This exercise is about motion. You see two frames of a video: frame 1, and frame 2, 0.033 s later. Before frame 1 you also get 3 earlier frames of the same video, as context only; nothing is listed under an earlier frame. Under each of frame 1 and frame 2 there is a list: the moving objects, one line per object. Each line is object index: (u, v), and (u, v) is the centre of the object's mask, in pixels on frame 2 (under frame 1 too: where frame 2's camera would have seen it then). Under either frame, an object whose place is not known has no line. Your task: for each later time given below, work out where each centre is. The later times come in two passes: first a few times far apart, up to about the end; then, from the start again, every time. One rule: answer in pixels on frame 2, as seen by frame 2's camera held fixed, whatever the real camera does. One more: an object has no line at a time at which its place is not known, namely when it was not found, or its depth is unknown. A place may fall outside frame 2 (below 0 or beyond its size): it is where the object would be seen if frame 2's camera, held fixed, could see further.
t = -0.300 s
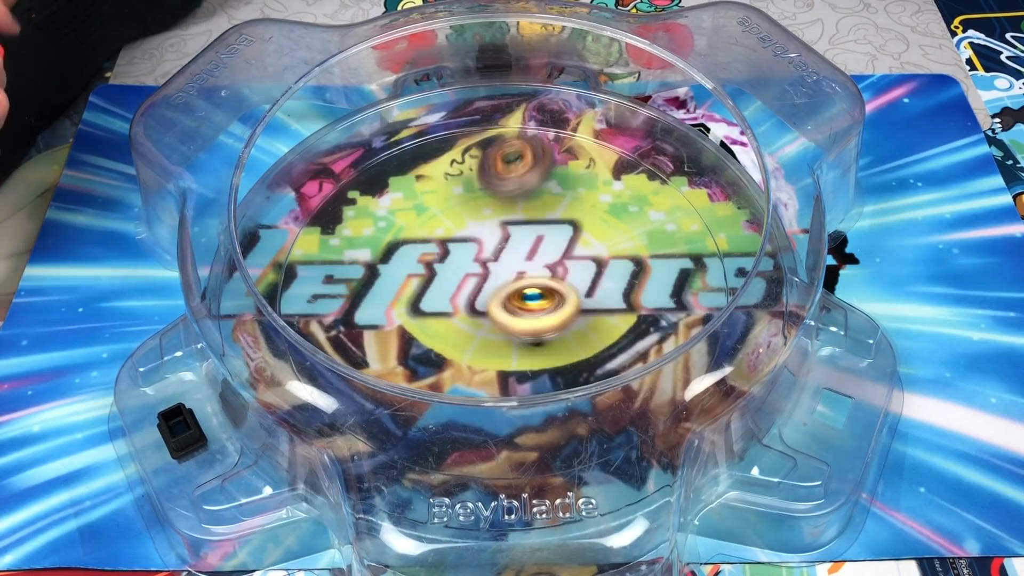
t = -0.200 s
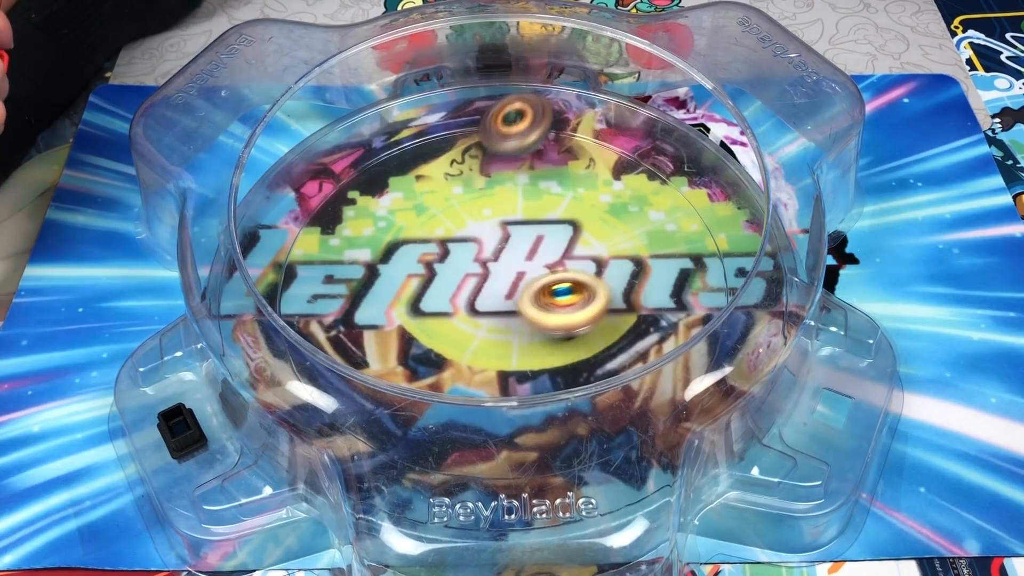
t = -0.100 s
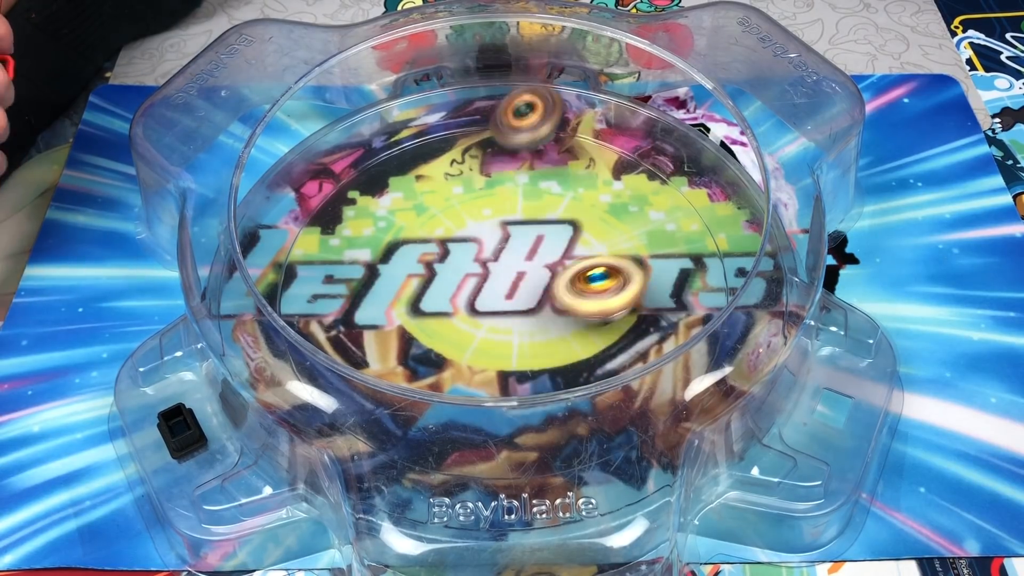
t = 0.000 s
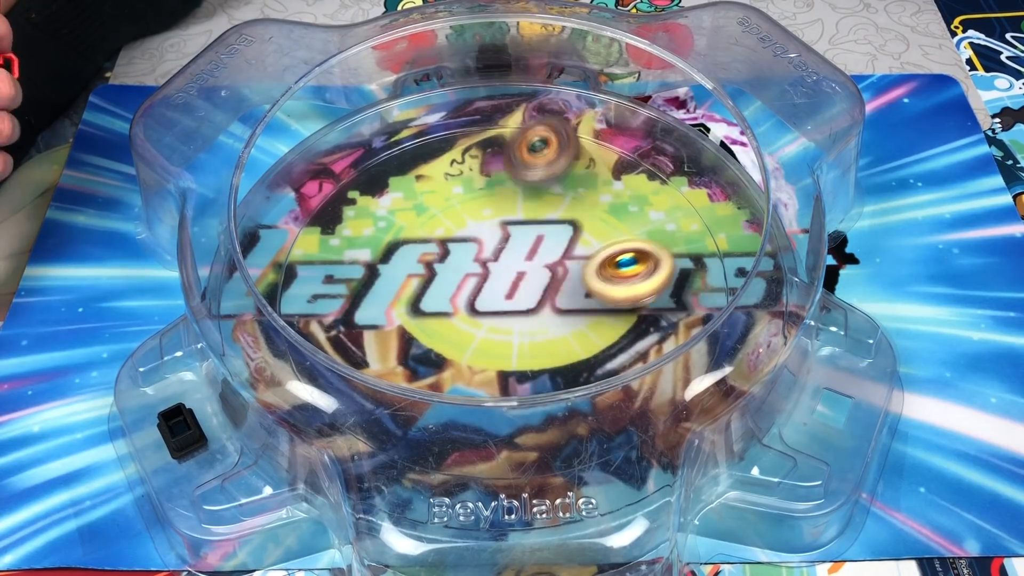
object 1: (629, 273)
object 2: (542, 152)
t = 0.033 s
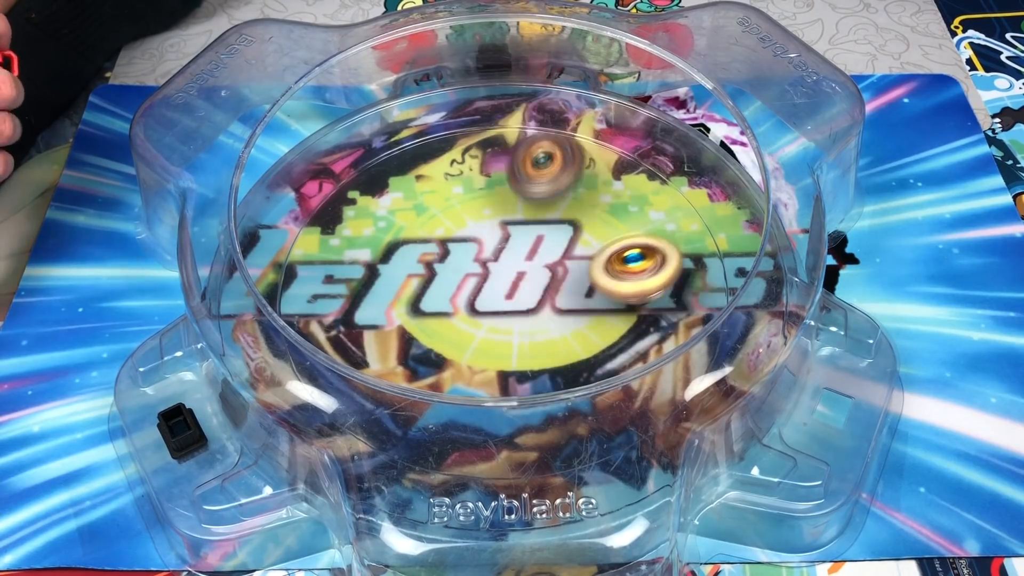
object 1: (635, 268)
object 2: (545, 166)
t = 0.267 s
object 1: (633, 254)
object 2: (532, 271)
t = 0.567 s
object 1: (535, 241)
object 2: (382, 258)
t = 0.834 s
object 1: (479, 202)
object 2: (388, 151)
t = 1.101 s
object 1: (577, 215)
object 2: (426, 187)
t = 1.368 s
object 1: (584, 255)
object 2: (355, 292)
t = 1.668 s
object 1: (505, 283)
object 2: (384, 305)
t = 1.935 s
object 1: (547, 226)
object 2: (363, 331)
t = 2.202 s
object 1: (561, 265)
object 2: (404, 340)
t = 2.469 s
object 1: (503, 256)
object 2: (481, 368)
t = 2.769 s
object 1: (514, 203)
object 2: (537, 372)
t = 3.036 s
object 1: (544, 247)
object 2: (576, 331)
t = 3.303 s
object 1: (431, 202)
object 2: (648, 335)
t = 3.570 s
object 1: (446, 175)
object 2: (604, 304)
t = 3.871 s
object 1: (464, 270)
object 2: (571, 245)
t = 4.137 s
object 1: (399, 320)
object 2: (515, 207)
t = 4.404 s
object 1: (403, 316)
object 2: (443, 196)
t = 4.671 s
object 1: (508, 314)
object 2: (414, 226)
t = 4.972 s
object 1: (584, 340)
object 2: (421, 290)
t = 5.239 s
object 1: (559, 326)
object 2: (444, 343)
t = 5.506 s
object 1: (542, 246)
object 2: (495, 358)
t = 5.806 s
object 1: (568, 199)
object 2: (556, 330)
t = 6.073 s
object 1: (534, 233)
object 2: (590, 296)
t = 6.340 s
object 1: (443, 230)
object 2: (578, 261)
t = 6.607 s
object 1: (415, 228)
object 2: (535, 231)
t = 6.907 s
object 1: (433, 286)
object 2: (485, 216)
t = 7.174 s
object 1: (457, 338)
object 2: (456, 249)
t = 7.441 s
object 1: (493, 351)
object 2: (439, 292)
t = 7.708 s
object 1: (564, 351)
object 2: (447, 309)
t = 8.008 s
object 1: (599, 303)
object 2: (494, 310)
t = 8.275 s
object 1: (627, 252)
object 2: (516, 290)
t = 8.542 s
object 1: (603, 205)
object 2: (507, 279)
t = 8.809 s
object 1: (548, 192)
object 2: (489, 268)
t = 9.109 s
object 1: (469, 179)
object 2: (445, 326)
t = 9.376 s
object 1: (424, 218)
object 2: (446, 333)
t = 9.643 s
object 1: (402, 271)
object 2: (481, 325)
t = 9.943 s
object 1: (430, 320)
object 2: (538, 275)
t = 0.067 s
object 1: (641, 265)
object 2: (549, 183)
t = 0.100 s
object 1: (644, 261)
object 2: (551, 197)
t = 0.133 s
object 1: (646, 259)
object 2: (552, 214)
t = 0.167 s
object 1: (645, 257)
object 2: (551, 229)
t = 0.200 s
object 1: (643, 256)
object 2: (547, 244)
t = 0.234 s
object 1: (639, 255)
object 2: (542, 257)
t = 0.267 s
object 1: (633, 254)
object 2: (532, 271)
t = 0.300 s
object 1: (625, 254)
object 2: (522, 280)
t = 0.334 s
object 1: (616, 254)
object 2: (507, 289)
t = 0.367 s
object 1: (607, 253)
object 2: (490, 294)
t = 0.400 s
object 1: (594, 252)
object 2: (473, 295)
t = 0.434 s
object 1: (582, 251)
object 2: (452, 294)
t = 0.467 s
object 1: (570, 249)
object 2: (435, 290)
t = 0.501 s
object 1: (557, 246)
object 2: (415, 280)
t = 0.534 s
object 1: (545, 244)
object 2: (397, 271)
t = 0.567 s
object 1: (535, 241)
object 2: (382, 258)
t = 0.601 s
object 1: (523, 237)
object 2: (369, 243)
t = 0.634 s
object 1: (512, 233)
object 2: (359, 226)
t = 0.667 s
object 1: (504, 229)
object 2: (352, 210)
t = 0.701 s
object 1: (496, 223)
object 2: (349, 194)
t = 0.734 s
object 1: (489, 218)
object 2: (349, 175)
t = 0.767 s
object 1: (485, 213)
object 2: (354, 161)
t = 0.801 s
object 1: (481, 207)
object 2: (367, 152)
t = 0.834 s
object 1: (479, 202)
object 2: (388, 151)
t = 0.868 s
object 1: (479, 198)
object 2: (407, 151)
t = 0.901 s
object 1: (494, 195)
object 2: (412, 148)
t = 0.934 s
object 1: (514, 196)
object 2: (410, 152)
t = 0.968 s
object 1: (533, 197)
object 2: (410, 154)
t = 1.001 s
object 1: (551, 201)
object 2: (412, 156)
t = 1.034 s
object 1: (563, 205)
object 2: (416, 168)
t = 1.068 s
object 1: (572, 209)
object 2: (420, 174)
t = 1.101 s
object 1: (577, 215)
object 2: (426, 187)
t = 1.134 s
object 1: (579, 221)
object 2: (433, 199)
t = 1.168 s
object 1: (576, 228)
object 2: (439, 211)
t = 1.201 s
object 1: (570, 236)
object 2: (445, 225)
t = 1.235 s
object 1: (559, 243)
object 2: (451, 238)
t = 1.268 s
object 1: (545, 251)
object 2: (453, 251)
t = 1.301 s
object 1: (552, 250)
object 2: (424, 266)
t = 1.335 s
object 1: (571, 254)
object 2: (391, 275)
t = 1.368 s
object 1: (584, 255)
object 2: (355, 292)
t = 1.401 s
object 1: (592, 258)
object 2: (318, 293)
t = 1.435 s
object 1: (595, 261)
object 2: (287, 297)
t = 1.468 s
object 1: (593, 265)
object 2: (294, 290)
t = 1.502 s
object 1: (586, 270)
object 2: (300, 296)
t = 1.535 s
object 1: (574, 276)
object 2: (306, 305)
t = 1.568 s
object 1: (558, 280)
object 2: (320, 302)
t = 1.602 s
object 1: (541, 283)
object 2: (339, 308)
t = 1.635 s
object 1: (523, 283)
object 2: (361, 305)
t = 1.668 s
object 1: (505, 283)
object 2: (384, 305)
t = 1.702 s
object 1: (493, 277)
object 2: (402, 304)
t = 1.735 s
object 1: (503, 265)
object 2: (394, 307)
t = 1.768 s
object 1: (510, 255)
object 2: (386, 312)
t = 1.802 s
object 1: (518, 245)
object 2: (380, 317)
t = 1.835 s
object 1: (526, 237)
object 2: (374, 321)
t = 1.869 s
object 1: (533, 231)
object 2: (368, 326)
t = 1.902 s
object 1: (540, 228)
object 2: (364, 329)
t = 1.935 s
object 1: (547, 226)
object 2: (363, 331)
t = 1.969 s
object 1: (554, 226)
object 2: (362, 333)
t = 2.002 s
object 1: (560, 228)
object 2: (363, 334)
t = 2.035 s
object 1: (565, 232)
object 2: (366, 336)
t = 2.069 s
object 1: (568, 238)
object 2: (370, 337)
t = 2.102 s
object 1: (570, 245)
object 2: (375, 339)
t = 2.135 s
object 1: (568, 252)
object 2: (383, 340)
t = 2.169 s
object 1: (566, 258)
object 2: (392, 341)
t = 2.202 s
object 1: (561, 265)
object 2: (404, 340)
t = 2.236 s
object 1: (555, 271)
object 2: (416, 340)
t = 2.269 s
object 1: (546, 276)
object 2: (428, 339)
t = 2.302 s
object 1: (537, 281)
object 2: (440, 339)
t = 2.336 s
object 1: (526, 284)
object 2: (455, 338)
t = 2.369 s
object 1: (519, 279)
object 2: (462, 349)
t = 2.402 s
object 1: (513, 271)
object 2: (468, 355)
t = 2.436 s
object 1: (508, 264)
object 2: (475, 364)
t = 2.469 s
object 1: (503, 256)
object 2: (481, 368)
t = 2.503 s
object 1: (499, 249)
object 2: (487, 372)
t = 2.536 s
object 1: (496, 240)
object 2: (494, 374)
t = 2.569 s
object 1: (495, 232)
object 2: (501, 376)
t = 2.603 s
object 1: (495, 224)
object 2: (508, 377)
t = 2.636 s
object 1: (496, 219)
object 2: (517, 386)
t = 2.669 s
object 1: (499, 213)
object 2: (523, 386)
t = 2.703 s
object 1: (503, 208)
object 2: (529, 384)
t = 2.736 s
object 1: (509, 205)
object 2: (533, 381)
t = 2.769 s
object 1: (514, 203)
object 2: (537, 372)
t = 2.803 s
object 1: (521, 203)
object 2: (541, 370)
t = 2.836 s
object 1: (527, 204)
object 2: (546, 367)
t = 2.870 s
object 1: (533, 207)
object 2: (553, 362)
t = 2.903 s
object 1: (538, 212)
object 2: (557, 357)
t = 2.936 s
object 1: (543, 218)
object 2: (561, 352)
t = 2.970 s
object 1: (545, 227)
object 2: (566, 345)
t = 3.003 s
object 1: (546, 235)
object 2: (571, 338)
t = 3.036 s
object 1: (544, 247)
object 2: (576, 331)
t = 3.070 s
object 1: (540, 256)
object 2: (581, 324)
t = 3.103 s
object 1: (518, 251)
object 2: (606, 332)
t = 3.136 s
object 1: (496, 243)
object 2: (628, 336)
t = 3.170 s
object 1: (475, 235)
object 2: (641, 341)
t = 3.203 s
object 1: (460, 227)
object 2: (646, 338)
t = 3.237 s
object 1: (446, 218)
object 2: (648, 338)
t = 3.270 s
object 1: (437, 209)
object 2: (648, 338)
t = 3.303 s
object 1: (431, 202)
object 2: (648, 335)
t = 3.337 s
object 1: (428, 195)
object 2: (647, 334)
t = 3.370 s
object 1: (427, 188)
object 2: (644, 333)
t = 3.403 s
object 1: (427, 182)
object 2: (640, 330)
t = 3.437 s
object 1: (430, 178)
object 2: (633, 326)
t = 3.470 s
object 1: (432, 175)
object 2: (626, 322)
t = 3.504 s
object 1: (436, 174)
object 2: (619, 316)
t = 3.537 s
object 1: (440, 174)
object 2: (611, 311)
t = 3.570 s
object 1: (446, 175)
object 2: (604, 304)
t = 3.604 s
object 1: (452, 179)
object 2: (597, 297)
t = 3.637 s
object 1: (459, 186)
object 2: (590, 291)
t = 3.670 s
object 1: (465, 195)
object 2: (585, 285)
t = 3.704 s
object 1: (471, 206)
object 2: (580, 279)
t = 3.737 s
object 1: (475, 218)
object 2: (575, 272)
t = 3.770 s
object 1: (479, 231)
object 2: (571, 266)
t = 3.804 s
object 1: (480, 245)
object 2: (567, 259)
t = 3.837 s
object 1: (473, 258)
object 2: (571, 252)
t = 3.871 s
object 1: (464, 270)
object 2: (571, 245)
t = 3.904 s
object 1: (455, 281)
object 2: (569, 238)
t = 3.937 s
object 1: (445, 291)
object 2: (565, 232)
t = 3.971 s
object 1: (436, 299)
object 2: (560, 227)
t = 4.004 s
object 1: (427, 306)
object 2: (552, 223)
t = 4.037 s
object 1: (419, 311)
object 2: (545, 219)
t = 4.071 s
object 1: (412, 315)
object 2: (535, 214)
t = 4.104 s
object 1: (405, 317)
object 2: (525, 210)
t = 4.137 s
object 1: (399, 320)
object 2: (515, 207)
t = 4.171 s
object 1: (394, 321)
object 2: (505, 204)
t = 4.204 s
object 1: (390, 322)
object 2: (495, 202)
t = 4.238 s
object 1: (388, 323)
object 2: (485, 199)
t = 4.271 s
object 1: (387, 323)
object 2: (476, 197)
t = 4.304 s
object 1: (388, 322)
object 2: (467, 196)
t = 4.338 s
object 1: (392, 320)
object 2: (459, 196)
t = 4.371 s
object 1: (396, 319)
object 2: (451, 195)
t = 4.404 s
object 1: (403, 316)
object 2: (443, 196)
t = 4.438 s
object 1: (412, 314)
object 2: (436, 197)
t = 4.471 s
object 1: (423, 313)
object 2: (430, 199)
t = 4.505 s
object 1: (435, 312)
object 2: (426, 203)
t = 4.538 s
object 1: (448, 312)
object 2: (422, 206)
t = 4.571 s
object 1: (465, 312)
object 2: (419, 210)
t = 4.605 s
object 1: (480, 312)
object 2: (416, 214)
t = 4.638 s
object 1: (495, 313)
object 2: (414, 220)
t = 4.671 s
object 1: (508, 314)
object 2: (414, 226)
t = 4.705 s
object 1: (522, 316)
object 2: (413, 232)
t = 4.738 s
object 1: (534, 318)
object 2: (412, 239)
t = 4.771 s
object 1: (544, 321)
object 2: (413, 245)
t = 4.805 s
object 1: (554, 324)
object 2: (413, 253)
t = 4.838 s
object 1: (562, 327)
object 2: (415, 260)
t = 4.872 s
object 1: (569, 330)
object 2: (416, 267)
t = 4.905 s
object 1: (575, 334)
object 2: (418, 274)
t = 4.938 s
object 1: (581, 337)
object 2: (419, 281)
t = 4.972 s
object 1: (584, 340)
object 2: (421, 290)
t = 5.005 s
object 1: (586, 342)
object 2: (423, 296)
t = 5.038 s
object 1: (586, 343)
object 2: (425, 304)
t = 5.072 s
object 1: (584, 343)
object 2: (427, 311)
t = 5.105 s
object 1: (581, 343)
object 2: (429, 319)
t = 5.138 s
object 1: (577, 340)
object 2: (432, 326)
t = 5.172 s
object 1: (571, 337)
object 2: (436, 331)
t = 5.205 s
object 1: (565, 332)
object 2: (440, 337)
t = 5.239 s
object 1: (559, 326)
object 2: (444, 343)
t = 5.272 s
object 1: (554, 317)
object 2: (449, 347)
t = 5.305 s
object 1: (549, 307)
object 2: (454, 351)
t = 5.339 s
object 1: (546, 297)
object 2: (460, 353)
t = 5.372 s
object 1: (543, 287)
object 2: (467, 356)
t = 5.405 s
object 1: (541, 277)
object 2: (474, 357)
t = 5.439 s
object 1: (540, 266)
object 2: (481, 358)
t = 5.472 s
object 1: (541, 255)
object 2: (488, 358)
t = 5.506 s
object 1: (542, 246)
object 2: (495, 358)
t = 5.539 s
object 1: (545, 236)
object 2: (501, 357)
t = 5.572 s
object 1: (547, 228)
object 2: (509, 356)
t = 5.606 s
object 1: (550, 221)
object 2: (516, 353)
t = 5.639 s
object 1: (553, 214)
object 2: (523, 350)
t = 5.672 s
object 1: (557, 209)
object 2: (530, 347)
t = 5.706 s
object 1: (560, 204)
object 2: (537, 343)
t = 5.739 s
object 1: (563, 201)
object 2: (543, 339)
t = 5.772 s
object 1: (566, 199)
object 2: (550, 335)
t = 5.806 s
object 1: (568, 199)
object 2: (556, 330)
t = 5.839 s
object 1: (569, 200)
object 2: (561, 326)
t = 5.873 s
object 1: (569, 203)
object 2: (566, 320)
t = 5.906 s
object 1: (568, 207)
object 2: (571, 316)
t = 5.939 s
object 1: (565, 213)
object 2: (575, 311)
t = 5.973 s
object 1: (561, 220)
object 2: (579, 306)
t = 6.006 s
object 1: (556, 227)
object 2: (582, 301)
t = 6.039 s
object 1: (546, 231)
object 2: (586, 298)
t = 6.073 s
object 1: (534, 233)
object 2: (590, 296)
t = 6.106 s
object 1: (519, 234)
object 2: (592, 294)
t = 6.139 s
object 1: (506, 235)
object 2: (591, 289)
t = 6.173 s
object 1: (494, 235)
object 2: (591, 285)
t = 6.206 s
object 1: (482, 234)
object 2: (589, 281)
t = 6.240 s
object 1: (471, 234)
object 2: (587, 276)
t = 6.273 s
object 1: (461, 233)
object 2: (584, 271)
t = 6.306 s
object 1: (451, 231)
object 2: (581, 266)
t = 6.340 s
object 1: (443, 230)
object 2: (578, 261)
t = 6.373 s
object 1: (436, 228)
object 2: (574, 257)
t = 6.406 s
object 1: (430, 227)
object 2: (569, 252)
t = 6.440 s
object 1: (425, 226)
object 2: (564, 248)
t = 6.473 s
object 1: (421, 225)
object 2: (558, 244)
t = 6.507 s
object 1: (418, 225)
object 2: (553, 240)
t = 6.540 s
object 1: (416, 226)
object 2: (546, 236)
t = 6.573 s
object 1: (415, 227)
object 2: (540, 233)
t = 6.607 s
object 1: (415, 228)
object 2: (535, 231)
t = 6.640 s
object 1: (416, 230)
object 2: (526, 227)
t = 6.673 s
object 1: (418, 234)
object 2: (519, 224)
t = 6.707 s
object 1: (420, 239)
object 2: (512, 223)
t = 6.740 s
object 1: (424, 243)
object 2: (506, 221)
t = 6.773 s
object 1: (427, 251)
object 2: (501, 218)
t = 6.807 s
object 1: (428, 260)
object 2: (497, 215)
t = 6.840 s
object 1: (429, 268)
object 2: (493, 215)
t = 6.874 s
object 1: (431, 277)
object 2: (489, 215)
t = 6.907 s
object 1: (433, 286)
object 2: (485, 216)
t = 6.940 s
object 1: (435, 294)
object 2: (481, 219)
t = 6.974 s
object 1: (438, 302)
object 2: (477, 222)
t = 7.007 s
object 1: (440, 309)
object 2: (473, 225)
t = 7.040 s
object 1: (443, 316)
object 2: (470, 229)
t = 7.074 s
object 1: (447, 323)
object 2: (467, 234)
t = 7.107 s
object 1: (450, 328)
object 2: (463, 239)
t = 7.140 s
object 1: (453, 333)
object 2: (460, 244)
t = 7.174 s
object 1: (457, 338)
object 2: (456, 249)
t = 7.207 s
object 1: (460, 342)
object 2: (453, 255)
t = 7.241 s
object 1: (464, 345)
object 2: (450, 261)
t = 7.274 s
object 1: (468, 348)
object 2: (448, 267)
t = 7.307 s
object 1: (472, 349)
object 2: (445, 272)
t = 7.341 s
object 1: (476, 351)
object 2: (443, 277)
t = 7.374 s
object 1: (481, 351)
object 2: (441, 282)
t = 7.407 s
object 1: (487, 351)
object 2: (439, 287)
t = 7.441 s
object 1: (493, 351)
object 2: (439, 292)
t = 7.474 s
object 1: (498, 350)
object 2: (438, 297)
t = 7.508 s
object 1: (511, 351)
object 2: (435, 300)
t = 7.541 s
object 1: (524, 354)
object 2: (432, 299)
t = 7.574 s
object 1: (534, 355)
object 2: (432, 301)
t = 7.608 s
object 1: (543, 355)
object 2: (435, 303)
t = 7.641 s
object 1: (551, 354)
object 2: (438, 305)
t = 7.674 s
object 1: (558, 353)
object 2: (442, 308)
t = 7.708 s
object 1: (564, 351)
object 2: (447, 309)
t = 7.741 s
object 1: (569, 348)
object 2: (452, 311)
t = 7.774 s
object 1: (575, 345)
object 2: (456, 311)
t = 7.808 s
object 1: (579, 341)
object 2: (463, 312)
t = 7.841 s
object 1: (583, 337)
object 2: (469, 313)
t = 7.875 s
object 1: (587, 331)
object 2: (475, 313)
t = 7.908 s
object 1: (589, 326)
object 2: (481, 312)
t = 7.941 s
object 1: (591, 319)
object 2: (488, 311)
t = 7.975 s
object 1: (591, 312)
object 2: (494, 310)
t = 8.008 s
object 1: (599, 303)
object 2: (494, 310)
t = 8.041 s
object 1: (611, 293)
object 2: (492, 308)
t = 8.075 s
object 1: (618, 286)
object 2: (493, 307)
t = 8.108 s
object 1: (623, 280)
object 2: (495, 304)
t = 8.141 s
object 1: (627, 273)
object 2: (499, 302)
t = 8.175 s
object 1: (629, 268)
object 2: (504, 299)
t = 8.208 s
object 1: (629, 262)
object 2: (509, 296)
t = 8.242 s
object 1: (628, 257)
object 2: (513, 293)
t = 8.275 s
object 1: (627, 252)
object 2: (516, 290)
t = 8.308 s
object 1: (624, 247)
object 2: (519, 287)
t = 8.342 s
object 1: (620, 243)
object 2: (522, 284)
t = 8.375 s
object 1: (614, 238)
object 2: (524, 281)
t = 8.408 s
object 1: (607, 234)
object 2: (525, 277)
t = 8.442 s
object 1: (607, 225)
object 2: (518, 280)
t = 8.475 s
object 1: (606, 217)
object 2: (512, 281)
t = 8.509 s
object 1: (605, 210)
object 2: (509, 281)
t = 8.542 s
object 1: (603, 205)
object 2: (507, 279)
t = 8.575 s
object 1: (600, 200)
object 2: (505, 278)
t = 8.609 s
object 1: (595, 196)
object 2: (504, 276)
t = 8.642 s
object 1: (589, 193)
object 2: (501, 273)
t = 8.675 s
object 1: (582, 191)
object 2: (498, 272)
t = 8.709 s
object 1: (575, 191)
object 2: (496, 271)
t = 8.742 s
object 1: (567, 191)
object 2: (494, 269)
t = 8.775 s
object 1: (557, 191)
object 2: (491, 269)
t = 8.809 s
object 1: (548, 192)
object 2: (489, 268)
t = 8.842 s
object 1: (539, 194)
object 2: (487, 268)
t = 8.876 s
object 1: (530, 195)
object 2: (485, 267)
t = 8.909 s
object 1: (518, 197)
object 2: (483, 268)
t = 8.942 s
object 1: (511, 191)
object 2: (478, 282)
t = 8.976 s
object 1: (502, 185)
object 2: (471, 295)
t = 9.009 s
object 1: (493, 181)
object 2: (463, 308)
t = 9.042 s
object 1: (485, 179)
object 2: (455, 316)
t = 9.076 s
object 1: (477, 178)
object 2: (450, 321)
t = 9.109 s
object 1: (469, 179)
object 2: (445, 326)
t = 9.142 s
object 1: (462, 180)
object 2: (441, 329)
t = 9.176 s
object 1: (455, 183)
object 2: (438, 332)
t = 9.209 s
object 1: (449, 187)
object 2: (438, 334)
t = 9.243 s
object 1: (443, 191)
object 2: (438, 335)
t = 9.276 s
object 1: (438, 197)
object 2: (439, 335)
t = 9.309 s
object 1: (433, 203)
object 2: (441, 335)
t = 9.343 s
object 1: (428, 210)
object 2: (443, 334)
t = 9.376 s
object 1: (424, 218)
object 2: (446, 333)
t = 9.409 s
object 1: (421, 225)
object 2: (449, 332)
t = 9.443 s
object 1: (418, 233)
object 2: (452, 330)
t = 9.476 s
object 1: (416, 241)
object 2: (455, 329)
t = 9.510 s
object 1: (414, 249)
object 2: (457, 327)
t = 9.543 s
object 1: (412, 259)
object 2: (460, 325)
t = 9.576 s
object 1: (408, 264)
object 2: (468, 327)
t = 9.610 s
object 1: (405, 266)
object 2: (475, 326)
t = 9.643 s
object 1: (402, 271)
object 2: (481, 325)
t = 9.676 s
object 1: (401, 276)
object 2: (487, 322)
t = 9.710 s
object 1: (401, 282)
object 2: (492, 318)
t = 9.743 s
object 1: (402, 288)
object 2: (498, 314)
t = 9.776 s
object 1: (405, 294)
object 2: (505, 308)
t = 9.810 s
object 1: (408, 300)
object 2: (512, 303)
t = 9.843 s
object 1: (412, 305)
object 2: (518, 296)
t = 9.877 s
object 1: (417, 310)
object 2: (526, 289)
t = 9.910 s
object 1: (423, 316)
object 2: (532, 282)
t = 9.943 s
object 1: (430, 320)
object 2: (538, 275)
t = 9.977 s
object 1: (437, 324)
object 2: (543, 268)
